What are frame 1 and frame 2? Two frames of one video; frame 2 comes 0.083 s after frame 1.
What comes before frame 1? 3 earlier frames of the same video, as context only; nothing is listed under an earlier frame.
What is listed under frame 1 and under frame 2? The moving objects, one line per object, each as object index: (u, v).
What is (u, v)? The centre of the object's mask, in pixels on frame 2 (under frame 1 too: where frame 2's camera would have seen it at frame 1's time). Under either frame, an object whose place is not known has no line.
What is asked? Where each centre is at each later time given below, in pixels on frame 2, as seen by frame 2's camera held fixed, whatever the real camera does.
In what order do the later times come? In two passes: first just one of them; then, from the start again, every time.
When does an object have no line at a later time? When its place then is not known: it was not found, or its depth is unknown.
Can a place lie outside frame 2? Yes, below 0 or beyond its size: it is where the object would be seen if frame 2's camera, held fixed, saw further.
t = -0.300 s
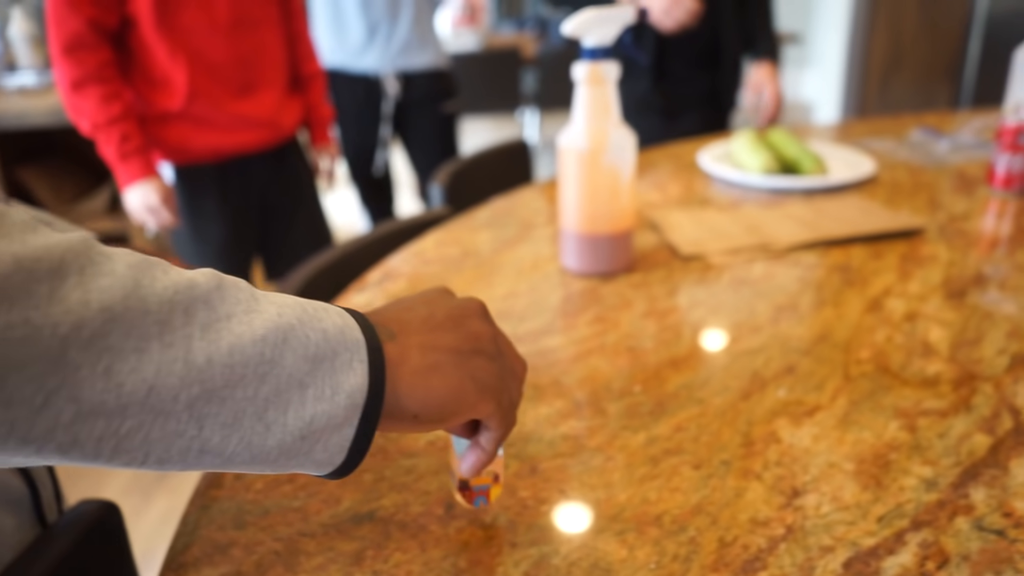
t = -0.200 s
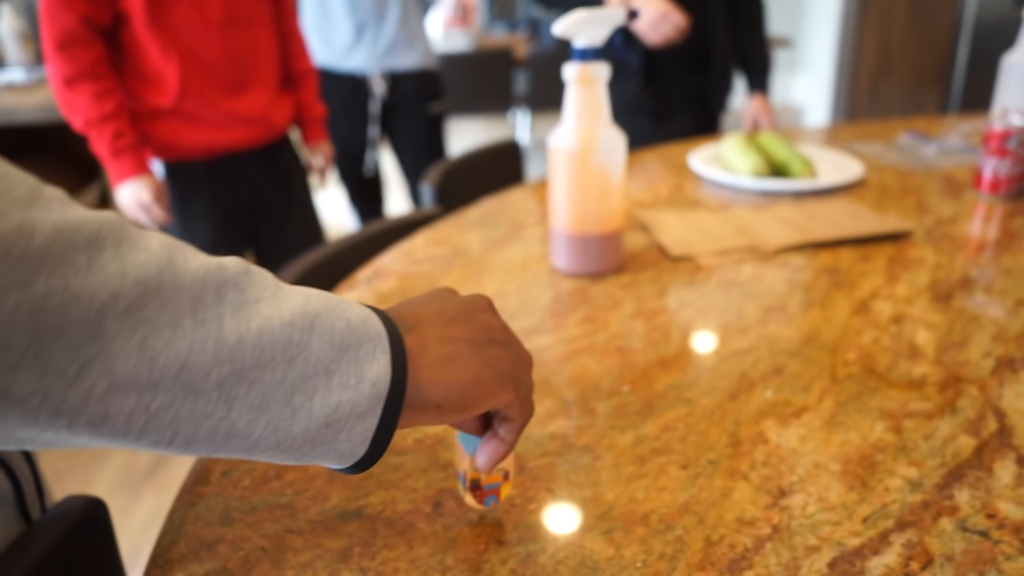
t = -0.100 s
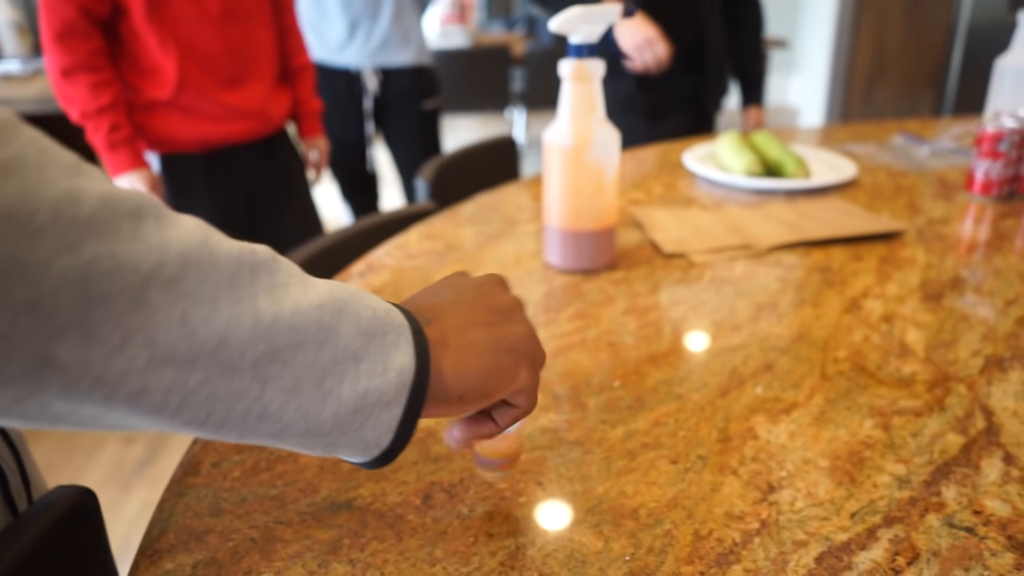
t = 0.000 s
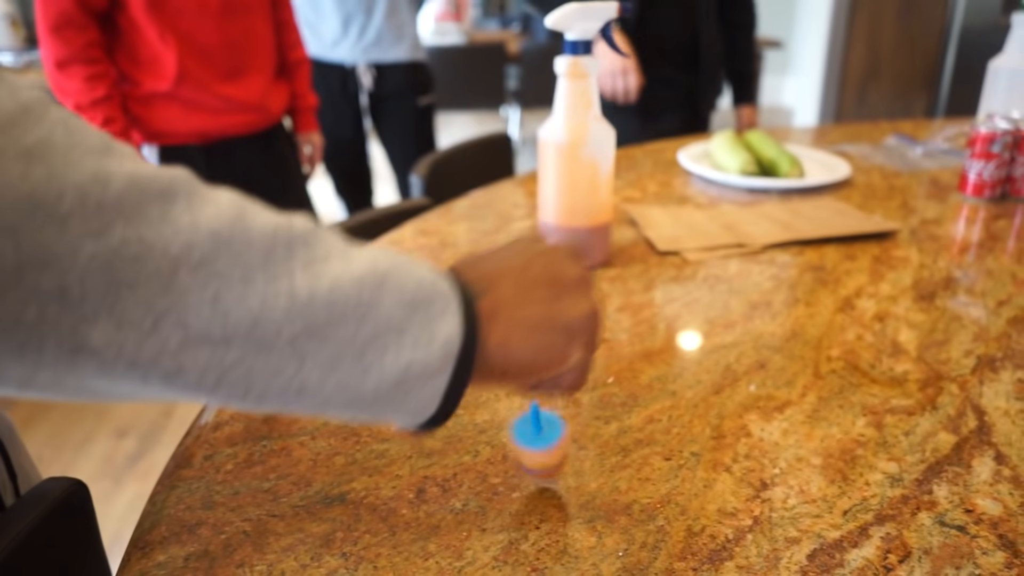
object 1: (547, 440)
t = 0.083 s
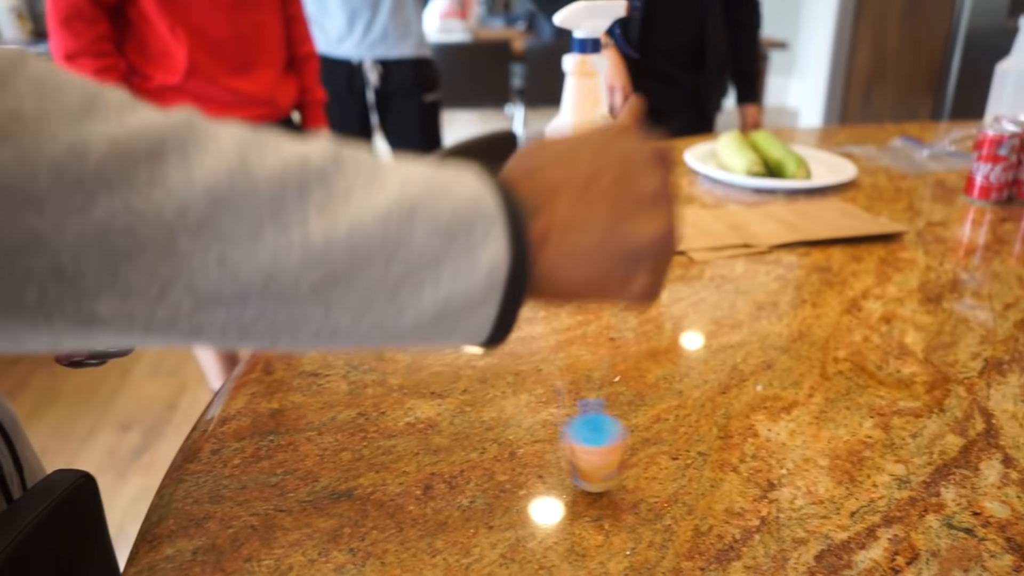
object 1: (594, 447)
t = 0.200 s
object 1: (657, 459)
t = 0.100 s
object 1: (605, 449)
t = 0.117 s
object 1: (613, 453)
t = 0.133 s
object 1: (621, 452)
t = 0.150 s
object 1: (630, 451)
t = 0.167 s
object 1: (641, 455)
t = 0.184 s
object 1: (649, 458)
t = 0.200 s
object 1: (657, 459)
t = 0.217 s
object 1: (667, 459)
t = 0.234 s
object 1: (676, 462)
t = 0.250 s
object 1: (683, 465)
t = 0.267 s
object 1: (690, 467)
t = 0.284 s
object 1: (699, 469)
